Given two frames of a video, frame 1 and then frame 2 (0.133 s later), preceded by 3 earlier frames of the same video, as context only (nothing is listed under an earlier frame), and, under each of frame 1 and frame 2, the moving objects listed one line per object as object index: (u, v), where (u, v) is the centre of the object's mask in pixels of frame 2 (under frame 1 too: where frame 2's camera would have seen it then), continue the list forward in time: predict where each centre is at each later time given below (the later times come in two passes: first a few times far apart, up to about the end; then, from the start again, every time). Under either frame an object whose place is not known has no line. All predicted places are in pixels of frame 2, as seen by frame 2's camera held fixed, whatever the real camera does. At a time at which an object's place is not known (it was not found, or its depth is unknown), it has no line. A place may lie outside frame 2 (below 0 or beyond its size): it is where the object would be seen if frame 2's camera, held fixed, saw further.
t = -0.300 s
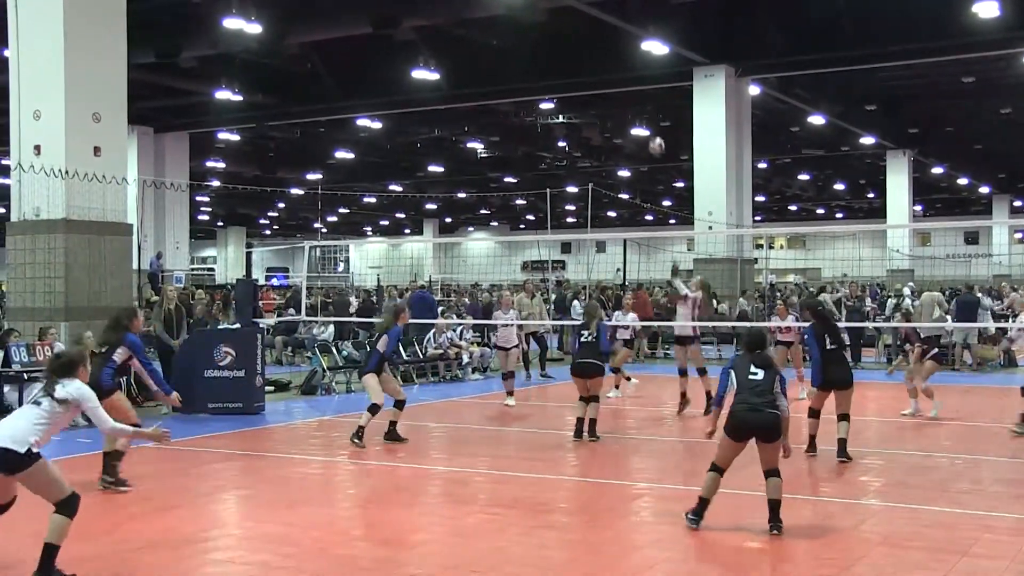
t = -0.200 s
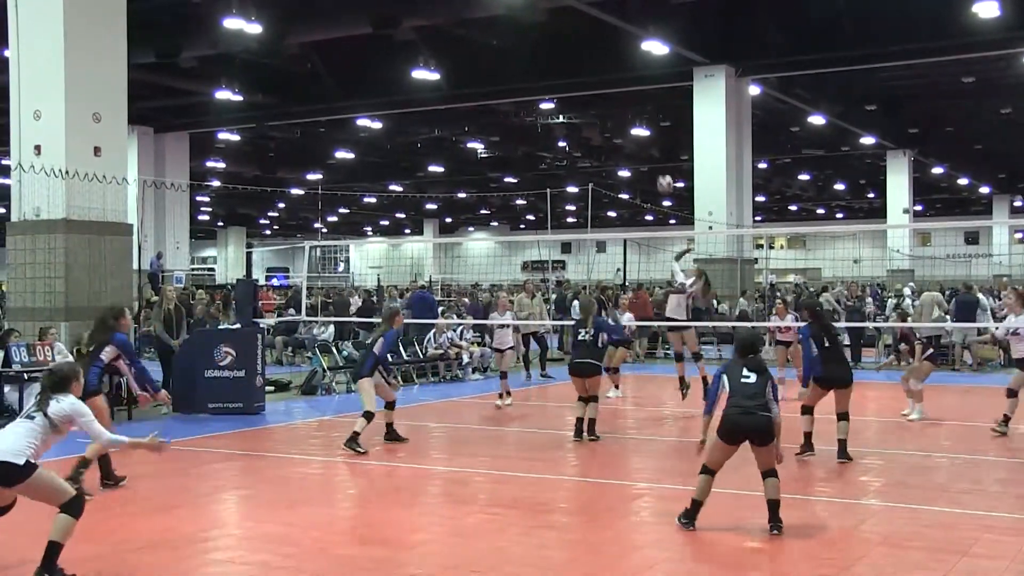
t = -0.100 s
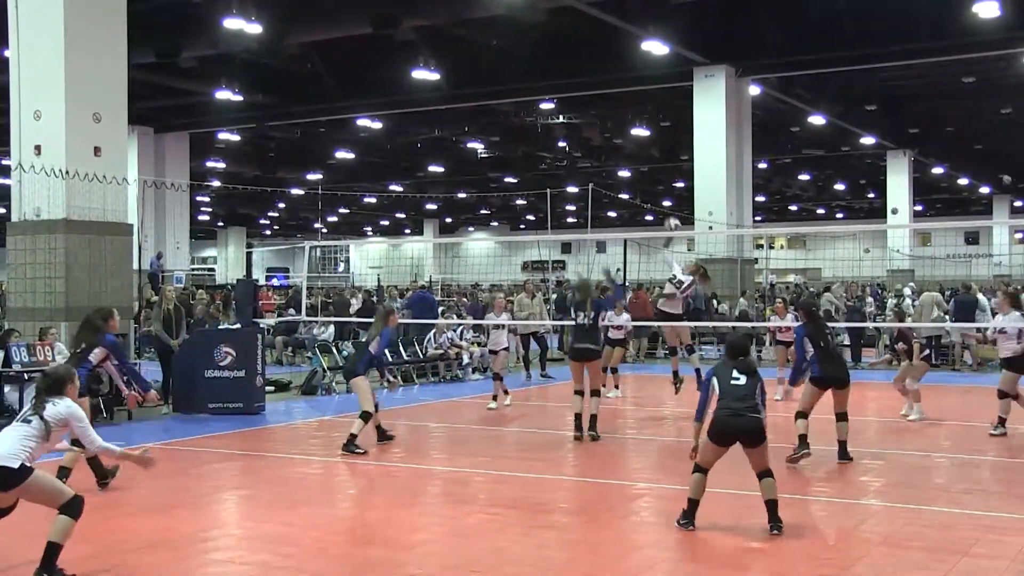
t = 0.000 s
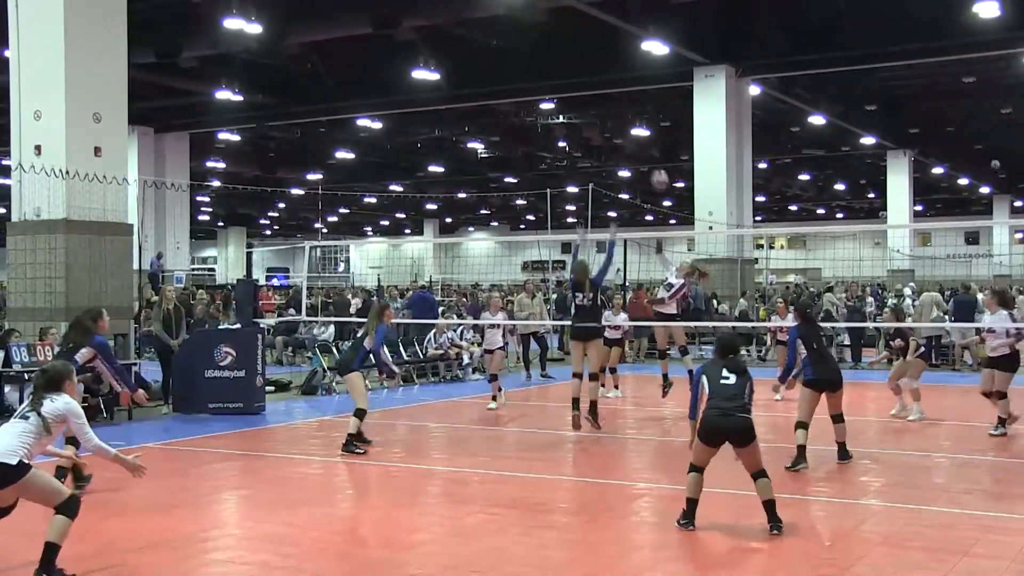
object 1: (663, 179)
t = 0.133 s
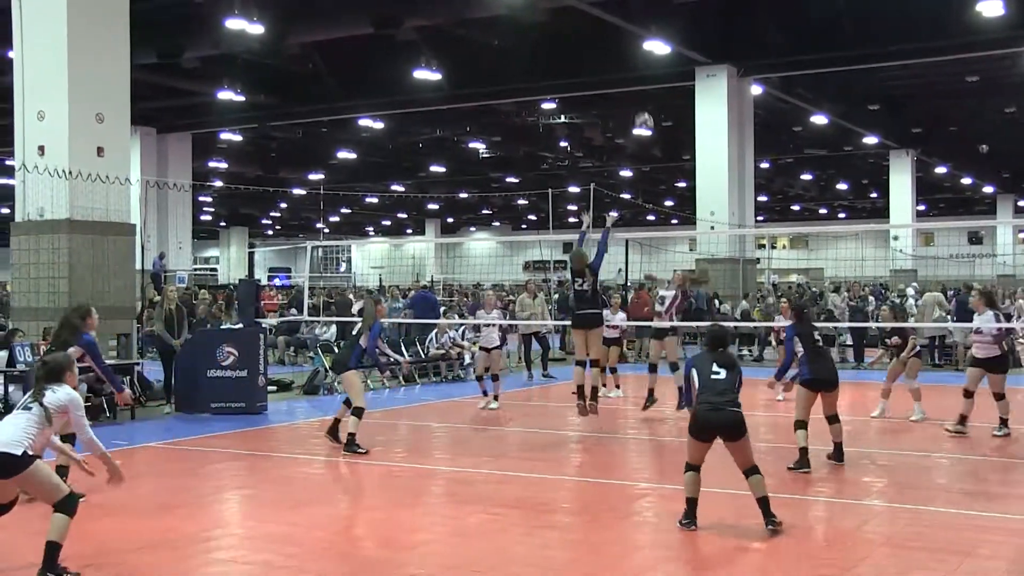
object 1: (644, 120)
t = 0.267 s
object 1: (624, 76)
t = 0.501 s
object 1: (587, 27)
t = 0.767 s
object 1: (534, 35)
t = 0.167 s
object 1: (639, 110)
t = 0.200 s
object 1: (634, 98)
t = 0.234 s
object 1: (629, 87)
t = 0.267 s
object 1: (624, 76)
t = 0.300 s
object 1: (619, 67)
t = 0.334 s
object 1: (614, 58)
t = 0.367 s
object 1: (609, 50)
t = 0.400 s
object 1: (603, 42)
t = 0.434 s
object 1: (598, 36)
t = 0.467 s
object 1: (593, 31)
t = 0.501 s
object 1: (587, 27)
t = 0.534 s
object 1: (581, 23)
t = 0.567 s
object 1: (575, 21)
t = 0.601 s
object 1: (569, 20)
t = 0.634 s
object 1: (562, 21)
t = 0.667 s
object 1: (556, 22)
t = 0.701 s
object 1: (548, 25)
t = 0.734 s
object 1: (542, 29)
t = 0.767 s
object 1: (534, 35)
